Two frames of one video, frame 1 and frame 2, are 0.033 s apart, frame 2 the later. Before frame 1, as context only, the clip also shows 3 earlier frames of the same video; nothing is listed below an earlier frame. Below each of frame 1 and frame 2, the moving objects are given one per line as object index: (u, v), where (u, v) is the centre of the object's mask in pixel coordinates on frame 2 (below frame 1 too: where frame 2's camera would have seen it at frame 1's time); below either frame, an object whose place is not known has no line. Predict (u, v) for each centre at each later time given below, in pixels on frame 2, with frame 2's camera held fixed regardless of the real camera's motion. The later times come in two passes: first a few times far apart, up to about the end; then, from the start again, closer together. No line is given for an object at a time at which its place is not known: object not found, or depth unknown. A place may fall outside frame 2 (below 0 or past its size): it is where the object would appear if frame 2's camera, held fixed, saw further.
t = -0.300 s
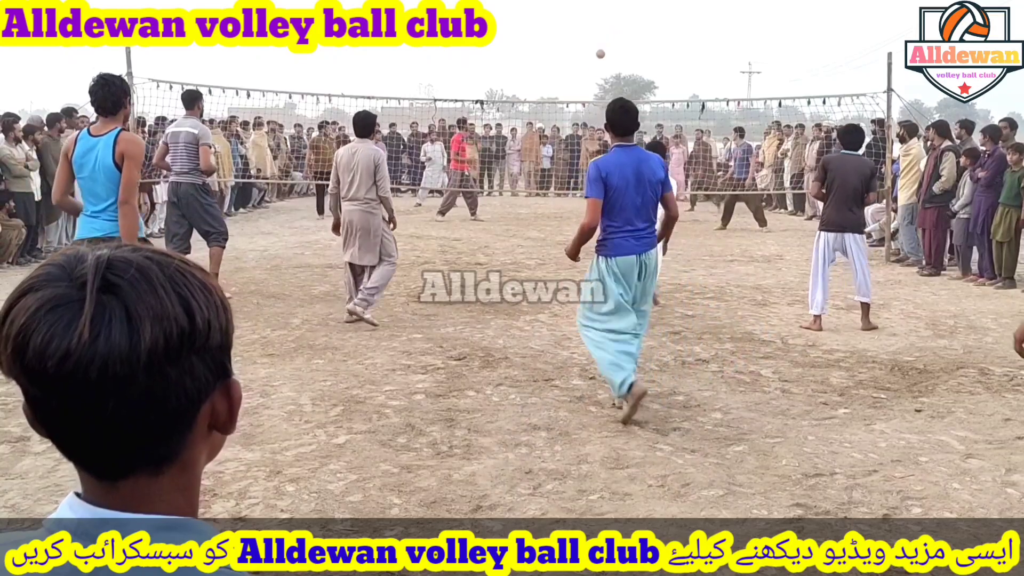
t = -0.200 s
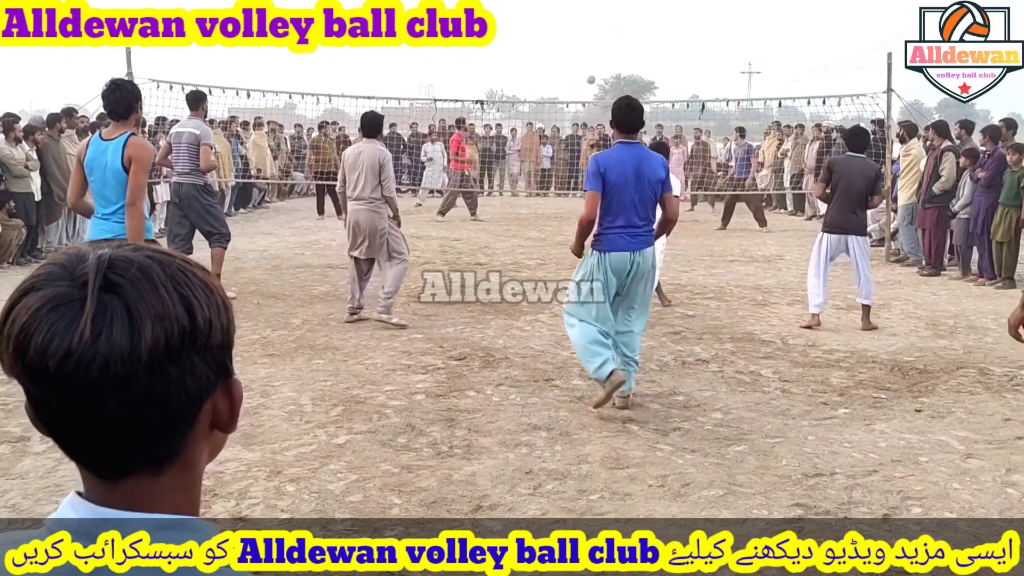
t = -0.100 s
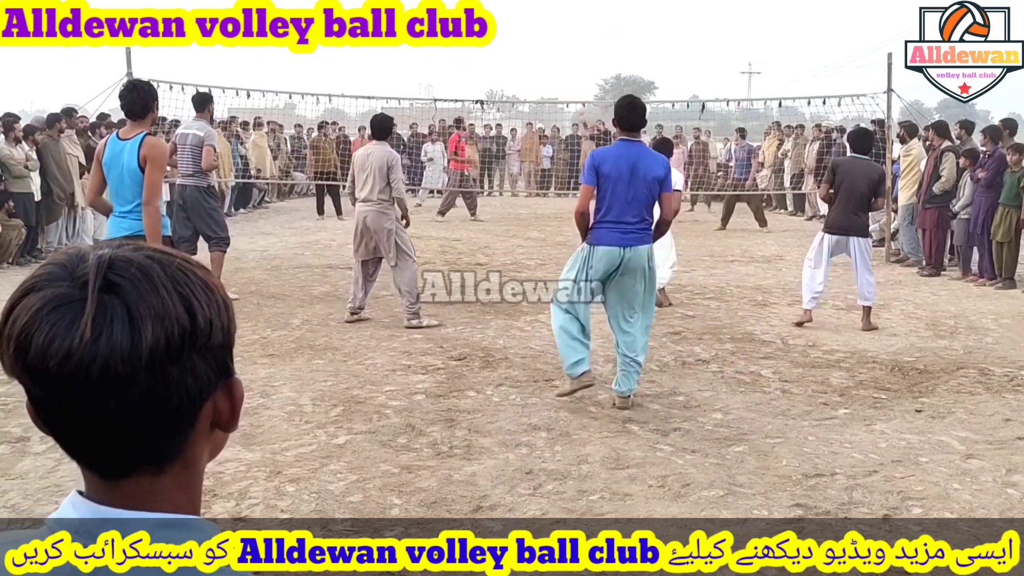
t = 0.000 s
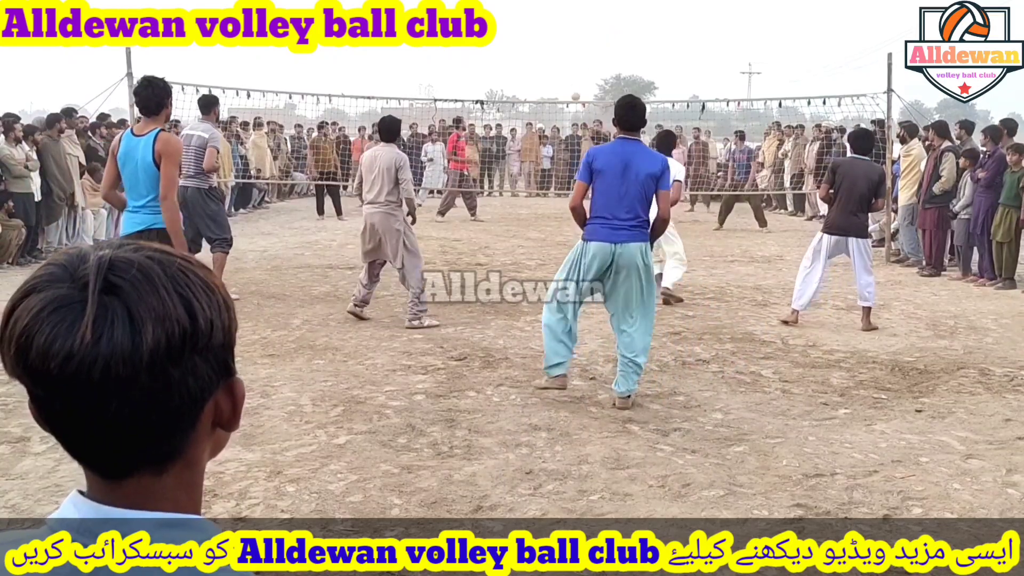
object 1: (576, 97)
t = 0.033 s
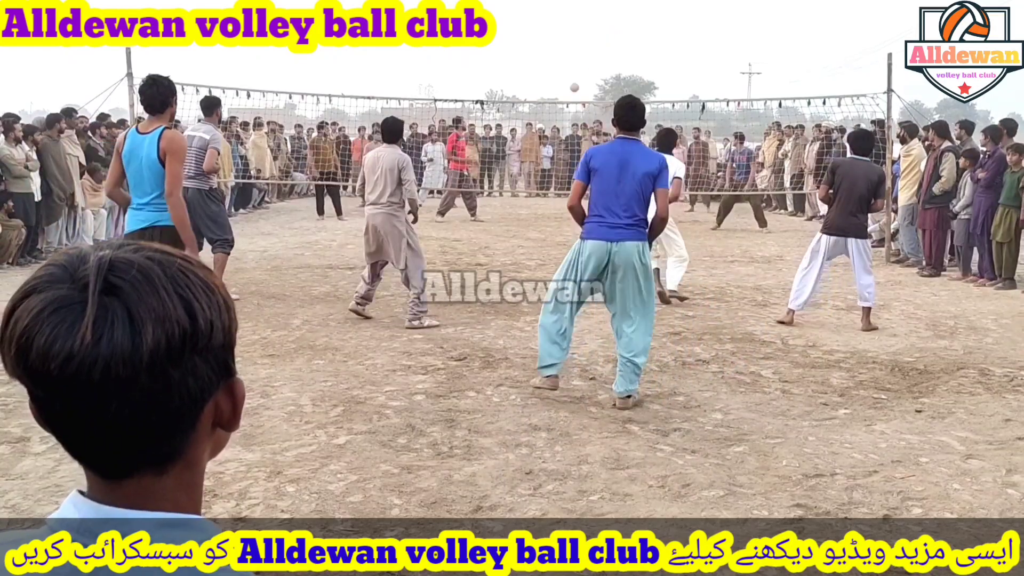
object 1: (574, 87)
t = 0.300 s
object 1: (576, 32)
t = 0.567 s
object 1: (588, 20)
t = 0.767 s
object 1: (610, 55)
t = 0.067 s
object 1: (573, 79)
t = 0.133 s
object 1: (574, 63)
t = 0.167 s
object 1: (574, 59)
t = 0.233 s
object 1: (575, 44)
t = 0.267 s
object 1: (575, 38)
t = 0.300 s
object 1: (576, 32)
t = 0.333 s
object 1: (576, 27)
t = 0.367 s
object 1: (576, 25)
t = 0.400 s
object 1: (578, 22)
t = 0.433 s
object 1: (580, 20)
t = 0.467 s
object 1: (581, 19)
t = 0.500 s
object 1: (584, 18)
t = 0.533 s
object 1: (586, 19)
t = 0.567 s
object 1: (588, 20)
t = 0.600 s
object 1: (591, 22)
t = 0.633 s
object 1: (594, 27)
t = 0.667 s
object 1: (598, 32)
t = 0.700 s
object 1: (602, 40)
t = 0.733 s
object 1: (607, 49)
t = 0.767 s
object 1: (610, 55)
